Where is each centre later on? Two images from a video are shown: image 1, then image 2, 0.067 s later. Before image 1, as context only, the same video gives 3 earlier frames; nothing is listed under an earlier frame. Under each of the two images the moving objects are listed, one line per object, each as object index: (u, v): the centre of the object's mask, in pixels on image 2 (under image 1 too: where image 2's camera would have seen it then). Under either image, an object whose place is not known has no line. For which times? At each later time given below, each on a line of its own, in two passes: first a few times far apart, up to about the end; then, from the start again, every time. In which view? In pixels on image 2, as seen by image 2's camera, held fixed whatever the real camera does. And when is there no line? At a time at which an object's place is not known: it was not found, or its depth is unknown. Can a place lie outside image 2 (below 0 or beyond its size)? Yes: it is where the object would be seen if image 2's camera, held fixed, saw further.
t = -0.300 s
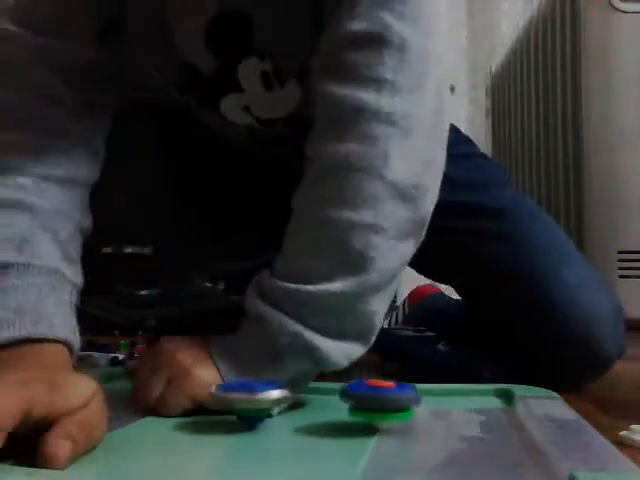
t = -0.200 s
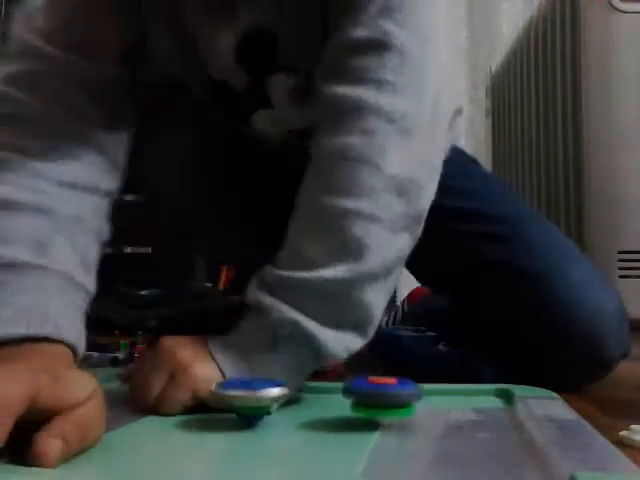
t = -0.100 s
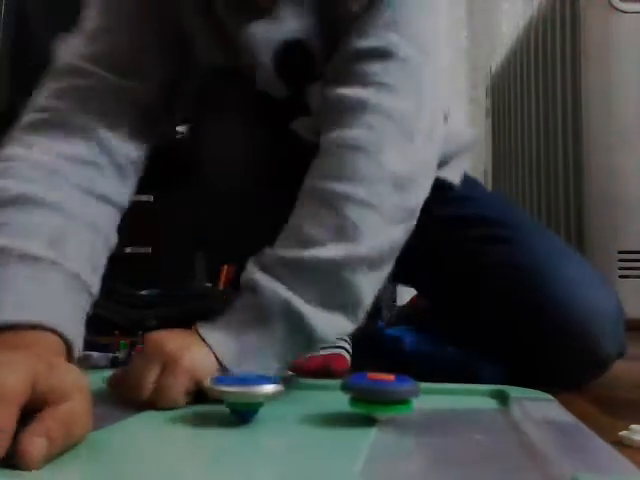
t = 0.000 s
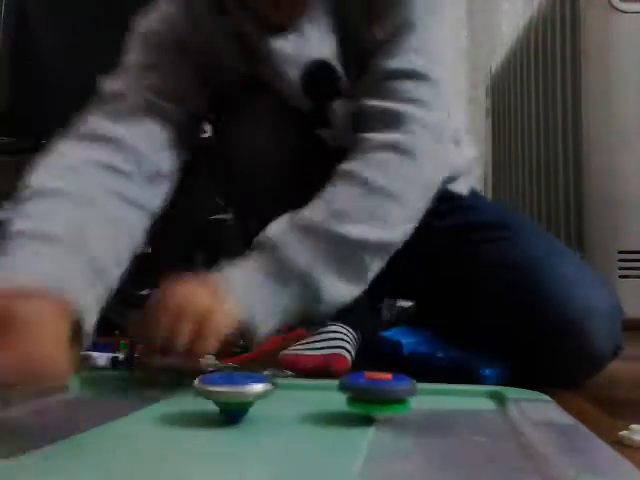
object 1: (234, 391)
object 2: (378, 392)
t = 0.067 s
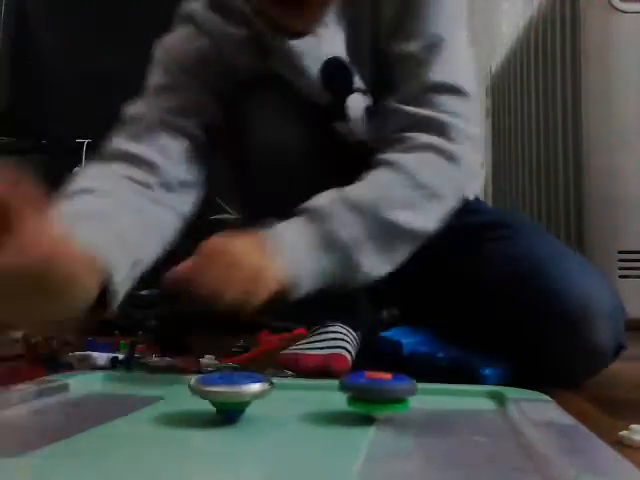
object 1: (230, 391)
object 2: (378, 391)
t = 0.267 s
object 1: (221, 392)
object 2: (378, 389)
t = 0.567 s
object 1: (213, 394)
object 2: (378, 388)
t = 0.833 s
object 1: (212, 395)
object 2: (378, 388)
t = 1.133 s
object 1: (215, 397)
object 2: (377, 390)
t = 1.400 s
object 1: (244, 400)
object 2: (375, 393)
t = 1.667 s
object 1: (248, 397)
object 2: (374, 397)
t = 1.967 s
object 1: (245, 397)
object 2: (371, 401)
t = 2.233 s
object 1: (242, 396)
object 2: (369, 406)
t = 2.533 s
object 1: (237, 396)
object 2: (367, 411)
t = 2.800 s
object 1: (237, 396)
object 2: (366, 413)
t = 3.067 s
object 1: (237, 396)
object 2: (366, 414)
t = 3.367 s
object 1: (237, 396)
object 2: (367, 413)
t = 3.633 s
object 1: (237, 396)
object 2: (368, 411)
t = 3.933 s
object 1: (237, 396)
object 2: (370, 407)
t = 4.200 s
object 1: (237, 396)
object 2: (372, 403)
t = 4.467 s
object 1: (237, 396)
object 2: (374, 399)
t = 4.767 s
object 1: (237, 396)
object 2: (375, 395)
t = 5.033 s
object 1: (237, 396)
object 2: (376, 393)
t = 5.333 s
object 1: (237, 396)
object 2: (376, 392)
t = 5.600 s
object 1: (237, 396)
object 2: (376, 392)
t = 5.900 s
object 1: (237, 396)
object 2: (375, 393)
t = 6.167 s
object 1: (237, 396)
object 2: (374, 396)
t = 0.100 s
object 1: (229, 391)
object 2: (377, 390)
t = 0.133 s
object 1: (227, 391)
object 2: (378, 390)
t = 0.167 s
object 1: (226, 392)
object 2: (378, 390)
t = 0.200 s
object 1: (224, 391)
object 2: (378, 390)
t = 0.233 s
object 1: (223, 391)
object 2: (378, 389)
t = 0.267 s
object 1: (221, 392)
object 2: (378, 389)
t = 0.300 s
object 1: (219, 392)
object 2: (378, 389)
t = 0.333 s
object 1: (218, 392)
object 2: (378, 389)
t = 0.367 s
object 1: (217, 393)
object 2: (378, 388)
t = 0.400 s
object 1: (216, 393)
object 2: (378, 388)
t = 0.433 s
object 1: (215, 393)
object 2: (378, 388)
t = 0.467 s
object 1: (214, 393)
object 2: (378, 388)
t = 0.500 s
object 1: (214, 393)
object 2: (378, 388)
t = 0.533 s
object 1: (213, 394)
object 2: (378, 388)
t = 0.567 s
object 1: (213, 394)
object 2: (378, 388)
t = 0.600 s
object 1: (213, 394)
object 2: (378, 388)
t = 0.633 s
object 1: (212, 394)
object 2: (378, 388)
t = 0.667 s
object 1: (212, 394)
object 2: (378, 388)
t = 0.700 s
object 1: (212, 395)
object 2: (378, 388)
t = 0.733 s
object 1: (212, 395)
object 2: (378, 388)
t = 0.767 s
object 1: (212, 395)
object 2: (378, 388)
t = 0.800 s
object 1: (212, 395)
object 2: (378, 388)
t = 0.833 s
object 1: (212, 395)
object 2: (378, 388)
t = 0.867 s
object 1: (212, 396)
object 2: (378, 388)
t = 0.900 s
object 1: (212, 396)
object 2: (378, 388)
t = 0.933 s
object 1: (213, 396)
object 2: (378, 388)
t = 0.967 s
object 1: (213, 396)
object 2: (378, 388)
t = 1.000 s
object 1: (213, 396)
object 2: (378, 388)
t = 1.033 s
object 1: (214, 397)
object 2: (378, 389)
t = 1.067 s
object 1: (214, 397)
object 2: (378, 389)
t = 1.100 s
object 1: (215, 397)
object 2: (377, 389)
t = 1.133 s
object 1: (215, 397)
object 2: (377, 390)
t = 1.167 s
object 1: (215, 398)
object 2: (377, 390)
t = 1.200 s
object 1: (216, 398)
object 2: (377, 390)
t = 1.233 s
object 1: (216, 399)
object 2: (376, 391)
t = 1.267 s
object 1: (218, 399)
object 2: (376, 391)
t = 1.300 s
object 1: (221, 400)
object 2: (376, 392)
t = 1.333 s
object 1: (228, 401)
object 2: (376, 393)
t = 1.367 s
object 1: (237, 400)
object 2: (375, 393)
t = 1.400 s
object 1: (244, 400)
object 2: (375, 393)
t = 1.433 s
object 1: (248, 399)
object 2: (375, 393)
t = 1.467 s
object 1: (248, 398)
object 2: (375, 394)
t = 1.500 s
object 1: (249, 398)
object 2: (375, 394)
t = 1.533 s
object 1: (248, 398)
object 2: (374, 395)
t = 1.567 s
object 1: (248, 397)
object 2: (374, 395)
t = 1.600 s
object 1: (248, 397)
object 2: (374, 396)
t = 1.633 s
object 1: (248, 397)
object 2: (374, 397)
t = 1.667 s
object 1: (248, 397)
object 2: (374, 397)
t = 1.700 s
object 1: (247, 397)
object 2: (373, 397)
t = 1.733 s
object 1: (247, 397)
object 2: (373, 398)
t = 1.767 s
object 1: (247, 397)
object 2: (373, 398)
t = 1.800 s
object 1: (247, 397)
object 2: (373, 399)
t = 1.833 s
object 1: (247, 397)
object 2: (372, 399)
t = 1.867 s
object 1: (246, 397)
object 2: (372, 400)
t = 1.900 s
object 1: (246, 397)
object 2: (371, 400)
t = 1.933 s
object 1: (246, 397)
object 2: (372, 401)
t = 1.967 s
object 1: (245, 397)
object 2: (371, 401)
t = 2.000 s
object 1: (245, 397)
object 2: (371, 402)
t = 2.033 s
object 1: (245, 396)
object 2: (370, 403)
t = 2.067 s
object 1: (244, 396)
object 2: (370, 404)
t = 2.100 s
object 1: (244, 396)
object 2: (370, 404)
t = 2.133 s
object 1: (243, 396)
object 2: (370, 405)
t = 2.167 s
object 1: (243, 396)
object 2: (370, 405)
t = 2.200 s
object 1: (242, 396)
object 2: (369, 405)
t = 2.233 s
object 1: (242, 396)
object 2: (369, 406)
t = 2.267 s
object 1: (241, 396)
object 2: (369, 406)
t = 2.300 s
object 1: (241, 396)
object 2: (369, 407)
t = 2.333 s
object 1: (240, 396)
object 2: (368, 408)
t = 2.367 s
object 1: (239, 396)
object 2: (368, 408)
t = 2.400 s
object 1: (238, 396)
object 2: (368, 409)
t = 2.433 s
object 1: (238, 396)
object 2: (368, 409)
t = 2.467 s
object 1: (238, 396)
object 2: (367, 410)
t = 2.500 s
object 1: (237, 396)
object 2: (367, 410)
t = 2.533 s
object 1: (237, 396)
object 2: (367, 411)
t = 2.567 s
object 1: (237, 396)
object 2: (367, 411)
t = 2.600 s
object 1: (237, 396)
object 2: (367, 411)
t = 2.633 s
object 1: (237, 396)
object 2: (367, 412)
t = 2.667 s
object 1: (237, 396)
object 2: (367, 412)
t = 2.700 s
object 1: (237, 396)
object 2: (367, 412)
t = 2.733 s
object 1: (237, 396)
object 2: (366, 412)
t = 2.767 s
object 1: (237, 396)
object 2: (366, 413)
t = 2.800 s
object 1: (237, 396)
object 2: (366, 413)
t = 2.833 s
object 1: (237, 396)
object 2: (366, 413)
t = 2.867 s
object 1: (237, 396)
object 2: (366, 413)
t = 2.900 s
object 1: (237, 396)
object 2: (366, 414)
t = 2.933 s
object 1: (237, 396)
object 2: (366, 414)
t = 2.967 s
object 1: (237, 396)
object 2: (366, 414)
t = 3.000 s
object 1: (237, 396)
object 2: (366, 414)
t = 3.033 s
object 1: (237, 396)
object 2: (366, 414)
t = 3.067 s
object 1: (237, 396)
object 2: (366, 414)
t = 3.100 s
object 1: (237, 396)
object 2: (366, 414)
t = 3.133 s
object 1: (237, 396)
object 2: (366, 414)
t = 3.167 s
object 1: (237, 396)
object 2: (366, 414)
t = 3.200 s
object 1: (237, 396)
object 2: (366, 414)
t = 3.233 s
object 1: (237, 396)
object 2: (366, 414)
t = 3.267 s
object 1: (237, 396)
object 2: (366, 414)
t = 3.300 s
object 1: (237, 396)
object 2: (367, 414)
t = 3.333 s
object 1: (237, 396)
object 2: (367, 413)
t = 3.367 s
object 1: (237, 396)
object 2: (367, 413)
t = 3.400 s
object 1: (237, 396)
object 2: (367, 413)
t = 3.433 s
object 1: (237, 396)
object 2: (367, 413)
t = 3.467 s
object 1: (237, 396)
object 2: (367, 412)
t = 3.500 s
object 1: (237, 396)
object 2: (368, 412)
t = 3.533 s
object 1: (237, 396)
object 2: (368, 412)
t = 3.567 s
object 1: (237, 396)
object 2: (368, 412)
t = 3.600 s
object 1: (237, 396)
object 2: (368, 411)
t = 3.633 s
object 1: (237, 396)
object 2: (368, 411)
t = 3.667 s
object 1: (237, 396)
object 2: (368, 411)
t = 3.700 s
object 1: (237, 396)
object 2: (369, 410)
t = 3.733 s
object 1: (237, 396)
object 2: (369, 410)
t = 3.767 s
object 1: (237, 396)
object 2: (369, 409)
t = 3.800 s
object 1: (237, 396)
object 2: (369, 409)
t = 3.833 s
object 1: (237, 396)
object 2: (370, 408)
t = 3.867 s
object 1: (237, 396)
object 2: (370, 408)
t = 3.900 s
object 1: (237, 396)
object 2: (370, 408)
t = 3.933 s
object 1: (237, 396)
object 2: (370, 407)
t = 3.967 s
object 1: (237, 396)
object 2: (371, 407)
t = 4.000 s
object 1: (237, 396)
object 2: (371, 406)
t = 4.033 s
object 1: (237, 396)
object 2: (371, 406)
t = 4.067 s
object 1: (237, 396)
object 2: (371, 405)
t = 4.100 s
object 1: (237, 396)
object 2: (371, 405)
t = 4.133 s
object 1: (237, 396)
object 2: (371, 404)
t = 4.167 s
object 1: (237, 396)
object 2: (371, 404)
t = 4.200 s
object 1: (237, 396)
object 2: (372, 403)
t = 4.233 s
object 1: (237, 396)
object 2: (372, 403)
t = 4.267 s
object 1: (237, 396)
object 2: (372, 402)
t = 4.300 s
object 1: (237, 396)
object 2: (372, 401)
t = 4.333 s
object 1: (237, 396)
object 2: (373, 401)
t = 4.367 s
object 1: (237, 396)
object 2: (373, 401)
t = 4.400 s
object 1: (237, 396)
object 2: (373, 400)
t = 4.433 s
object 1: (237, 396)
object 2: (373, 399)
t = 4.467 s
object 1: (237, 396)
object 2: (374, 399)
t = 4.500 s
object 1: (237, 396)
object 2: (374, 398)
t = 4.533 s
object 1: (237, 396)
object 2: (374, 397)
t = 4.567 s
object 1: (237, 396)
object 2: (374, 397)
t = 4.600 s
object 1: (237, 396)
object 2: (374, 396)
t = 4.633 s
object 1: (237, 396)
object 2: (374, 396)
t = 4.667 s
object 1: (237, 396)
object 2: (375, 396)
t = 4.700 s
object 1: (237, 396)
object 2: (375, 395)
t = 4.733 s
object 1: (237, 396)
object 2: (375, 395)
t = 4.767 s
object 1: (237, 396)
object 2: (375, 395)
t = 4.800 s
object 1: (237, 396)
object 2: (375, 394)
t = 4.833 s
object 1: (237, 396)
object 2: (375, 394)
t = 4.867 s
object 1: (237, 396)
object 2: (376, 394)
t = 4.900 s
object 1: (237, 396)
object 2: (376, 394)
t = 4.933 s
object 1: (237, 396)
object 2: (376, 393)
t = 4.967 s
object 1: (237, 396)
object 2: (376, 393)
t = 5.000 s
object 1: (237, 396)
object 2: (376, 393)
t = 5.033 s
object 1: (237, 396)
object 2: (376, 393)
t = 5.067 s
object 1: (237, 396)
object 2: (376, 393)
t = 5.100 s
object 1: (237, 396)
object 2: (376, 393)
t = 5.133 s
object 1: (237, 396)
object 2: (376, 393)
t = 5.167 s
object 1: (237, 396)
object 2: (376, 392)
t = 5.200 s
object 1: (237, 396)
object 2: (376, 392)
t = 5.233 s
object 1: (237, 396)
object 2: (377, 392)
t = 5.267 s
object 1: (237, 396)
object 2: (376, 392)
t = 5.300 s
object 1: (237, 396)
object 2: (377, 392)
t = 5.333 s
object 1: (237, 396)
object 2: (376, 392)
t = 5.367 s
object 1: (237, 396)
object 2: (376, 392)
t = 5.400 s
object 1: (237, 396)
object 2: (376, 392)
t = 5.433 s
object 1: (237, 396)
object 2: (376, 392)
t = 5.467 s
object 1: (237, 396)
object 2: (376, 392)
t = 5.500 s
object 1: (237, 395)
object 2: (376, 392)
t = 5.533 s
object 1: (237, 396)
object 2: (376, 392)
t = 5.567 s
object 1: (237, 396)
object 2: (376, 392)
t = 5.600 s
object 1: (237, 396)
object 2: (376, 392)
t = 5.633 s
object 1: (237, 395)
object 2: (376, 392)
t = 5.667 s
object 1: (237, 395)
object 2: (376, 392)
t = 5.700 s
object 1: (237, 395)
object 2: (376, 392)
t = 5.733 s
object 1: (237, 395)
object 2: (376, 393)
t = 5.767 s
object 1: (237, 395)
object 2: (375, 393)
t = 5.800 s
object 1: (237, 395)
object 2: (376, 393)
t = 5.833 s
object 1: (237, 396)
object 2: (375, 393)
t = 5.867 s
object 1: (237, 396)
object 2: (375, 393)
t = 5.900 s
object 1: (237, 396)
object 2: (375, 393)
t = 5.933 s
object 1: (237, 396)
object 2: (375, 394)
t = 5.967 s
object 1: (237, 396)
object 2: (375, 394)
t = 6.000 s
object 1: (237, 396)
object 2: (375, 394)
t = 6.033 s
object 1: (237, 396)
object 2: (375, 395)
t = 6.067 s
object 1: (237, 396)
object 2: (374, 395)
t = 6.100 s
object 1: (237, 396)
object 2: (374, 395)
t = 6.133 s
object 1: (237, 396)
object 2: (374, 396)
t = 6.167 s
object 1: (237, 396)
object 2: (374, 396)
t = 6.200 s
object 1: (237, 396)
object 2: (374, 396)
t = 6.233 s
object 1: (237, 396)
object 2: (374, 397)
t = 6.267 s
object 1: (237, 396)
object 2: (374, 397)
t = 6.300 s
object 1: (237, 396)
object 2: (374, 397)
